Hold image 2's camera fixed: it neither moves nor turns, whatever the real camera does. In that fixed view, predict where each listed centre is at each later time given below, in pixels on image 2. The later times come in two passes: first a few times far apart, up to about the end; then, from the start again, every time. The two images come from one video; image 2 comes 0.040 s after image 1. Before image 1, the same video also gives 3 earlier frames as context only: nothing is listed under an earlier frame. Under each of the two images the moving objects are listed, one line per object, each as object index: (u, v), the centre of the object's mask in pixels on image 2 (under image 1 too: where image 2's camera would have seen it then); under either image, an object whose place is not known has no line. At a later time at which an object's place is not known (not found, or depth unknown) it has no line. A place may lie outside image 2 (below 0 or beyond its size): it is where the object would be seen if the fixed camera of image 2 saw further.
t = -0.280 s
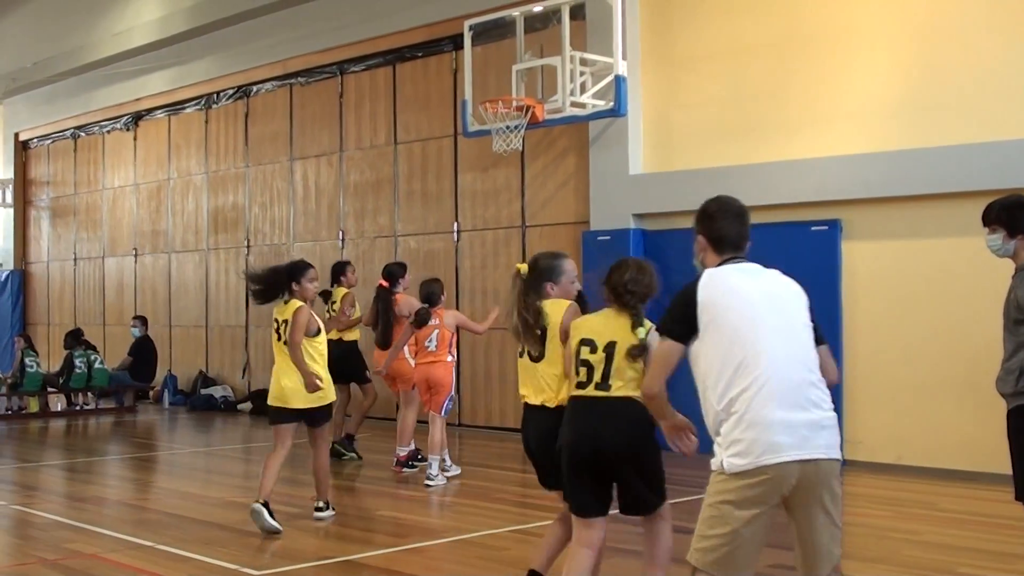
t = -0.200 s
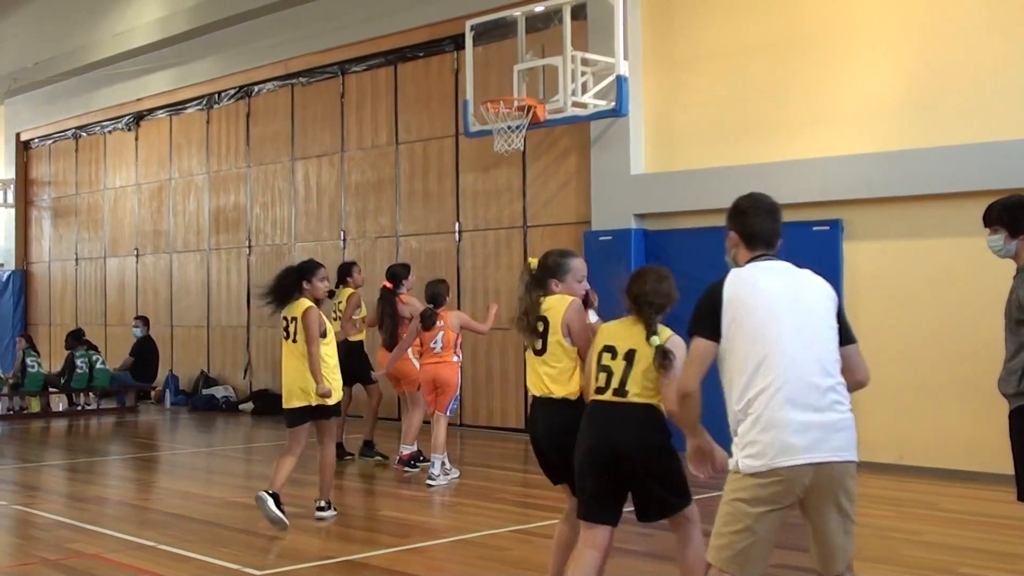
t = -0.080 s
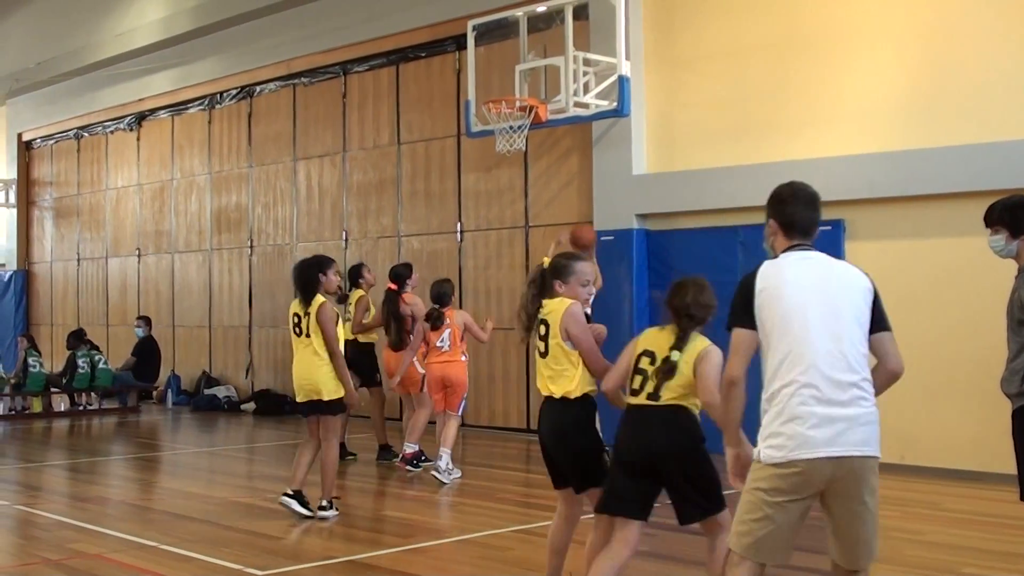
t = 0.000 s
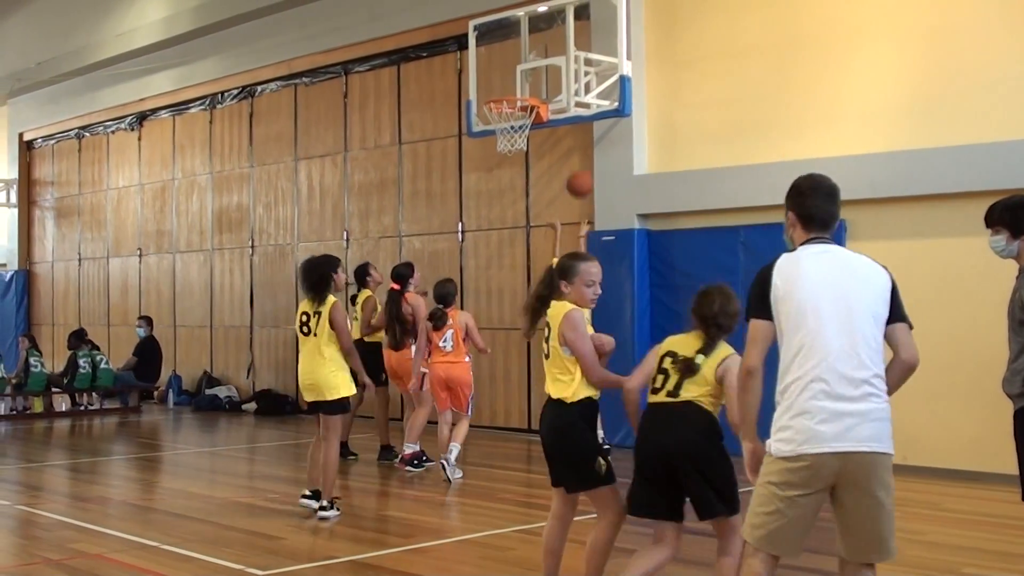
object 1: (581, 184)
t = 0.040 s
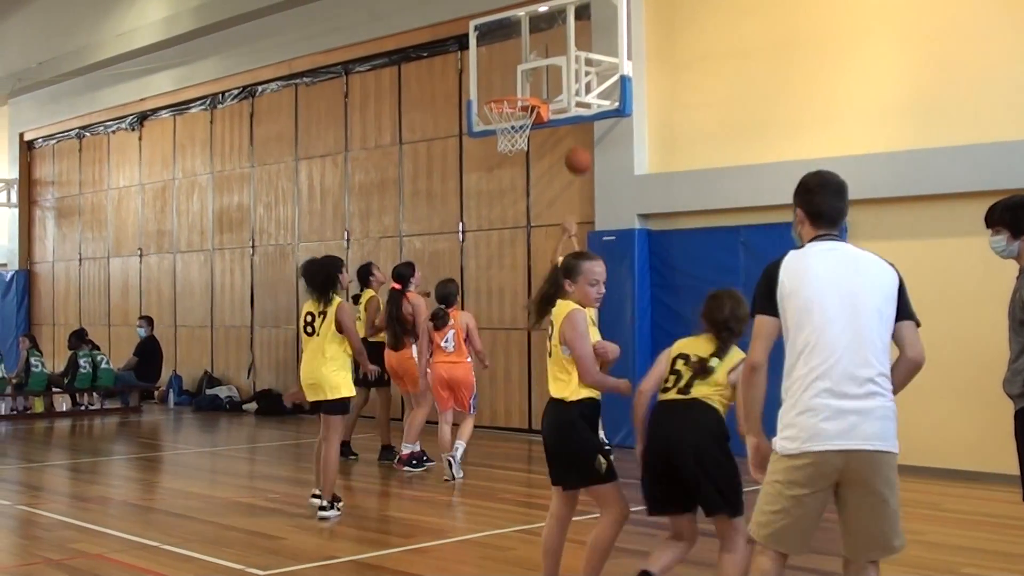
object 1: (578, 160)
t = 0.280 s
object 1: (565, 62)
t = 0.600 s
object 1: (547, 58)
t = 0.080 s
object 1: (577, 139)
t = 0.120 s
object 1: (574, 121)
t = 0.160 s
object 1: (572, 103)
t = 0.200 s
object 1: (569, 87)
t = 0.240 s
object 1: (567, 74)
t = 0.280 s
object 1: (565, 62)
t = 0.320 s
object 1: (563, 52)
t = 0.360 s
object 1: (561, 46)
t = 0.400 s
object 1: (558, 43)
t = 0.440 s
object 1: (557, 42)
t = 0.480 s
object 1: (554, 43)
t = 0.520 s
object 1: (553, 45)
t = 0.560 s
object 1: (550, 51)
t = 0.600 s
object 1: (547, 58)
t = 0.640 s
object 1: (545, 65)
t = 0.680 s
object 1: (542, 76)
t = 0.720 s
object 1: (541, 86)
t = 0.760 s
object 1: (543, 81)
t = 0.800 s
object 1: (546, 72)
